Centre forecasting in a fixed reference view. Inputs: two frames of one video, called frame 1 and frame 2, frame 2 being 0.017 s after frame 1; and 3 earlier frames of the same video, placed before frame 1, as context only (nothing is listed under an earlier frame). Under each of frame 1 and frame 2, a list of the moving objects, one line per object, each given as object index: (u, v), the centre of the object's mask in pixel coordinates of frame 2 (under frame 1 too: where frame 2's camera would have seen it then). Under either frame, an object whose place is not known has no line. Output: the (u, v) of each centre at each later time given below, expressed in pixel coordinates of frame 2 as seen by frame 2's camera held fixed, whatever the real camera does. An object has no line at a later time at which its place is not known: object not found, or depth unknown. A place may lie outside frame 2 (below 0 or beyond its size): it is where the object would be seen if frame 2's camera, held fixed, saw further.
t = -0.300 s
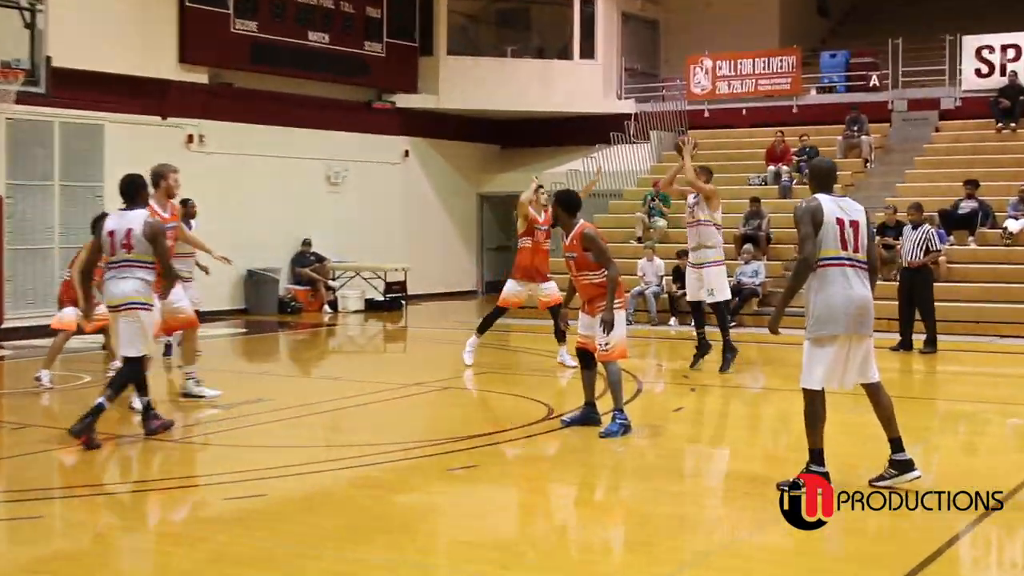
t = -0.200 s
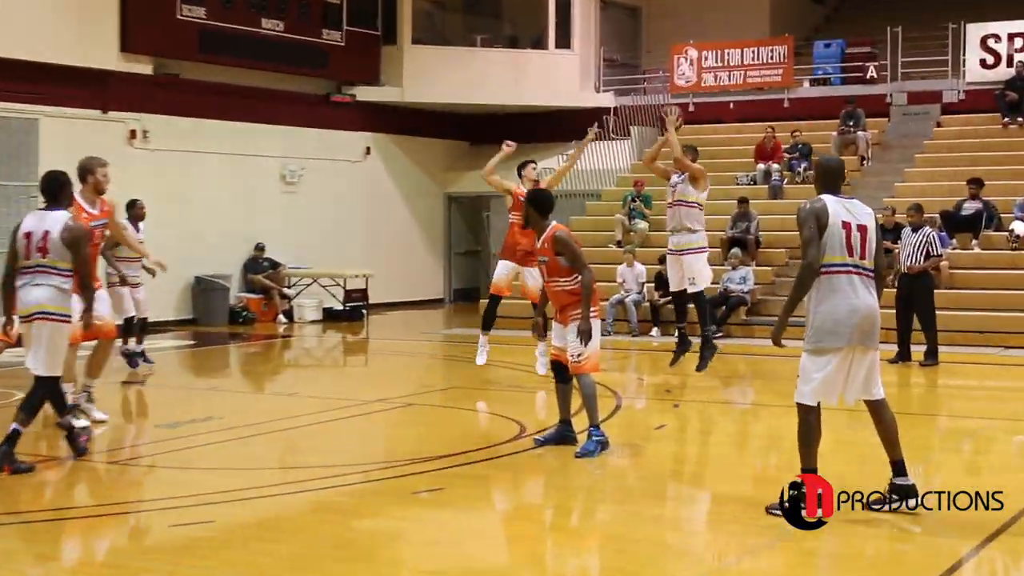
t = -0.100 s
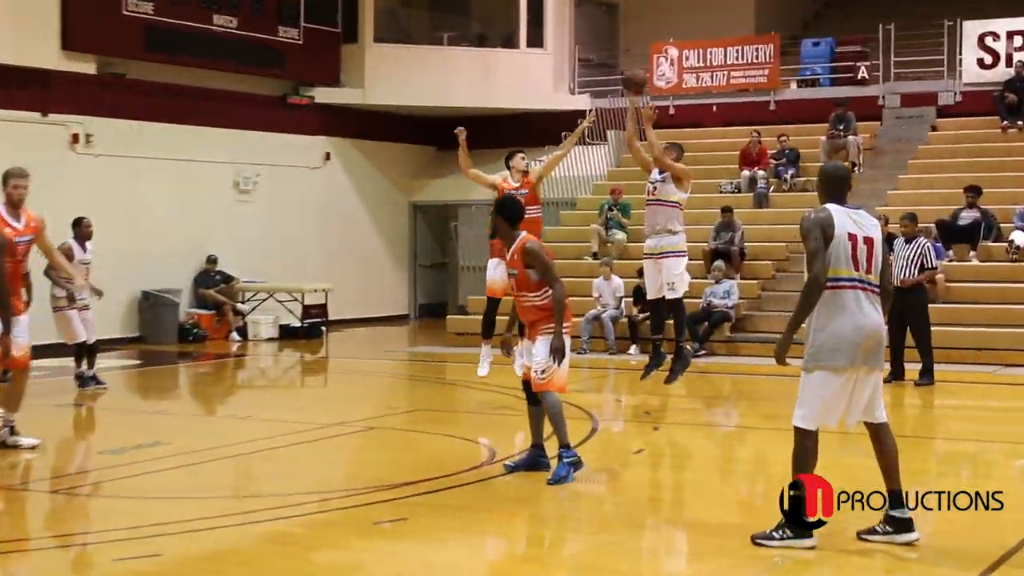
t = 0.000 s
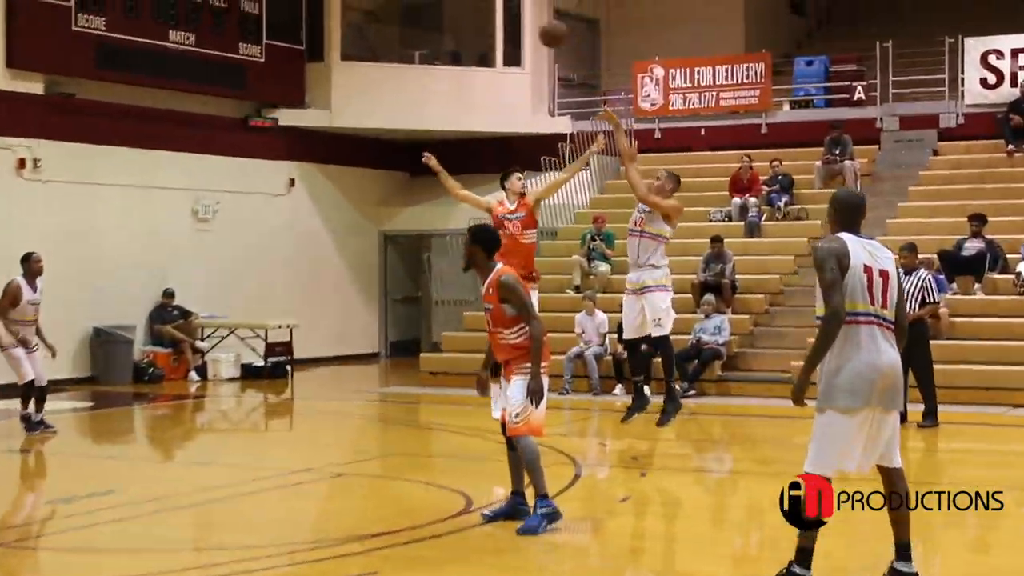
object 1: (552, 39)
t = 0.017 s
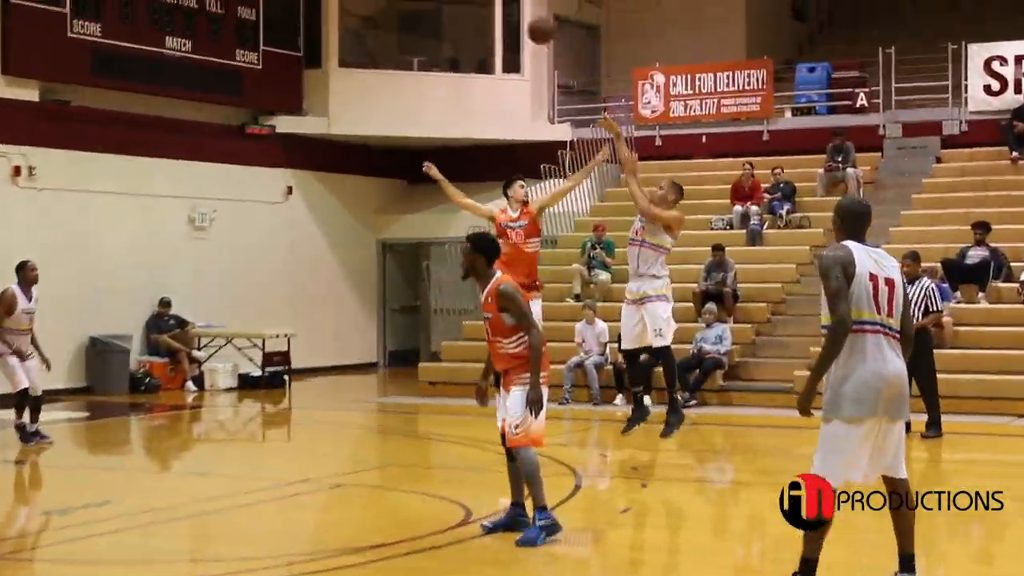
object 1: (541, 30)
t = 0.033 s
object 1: (530, 21)
